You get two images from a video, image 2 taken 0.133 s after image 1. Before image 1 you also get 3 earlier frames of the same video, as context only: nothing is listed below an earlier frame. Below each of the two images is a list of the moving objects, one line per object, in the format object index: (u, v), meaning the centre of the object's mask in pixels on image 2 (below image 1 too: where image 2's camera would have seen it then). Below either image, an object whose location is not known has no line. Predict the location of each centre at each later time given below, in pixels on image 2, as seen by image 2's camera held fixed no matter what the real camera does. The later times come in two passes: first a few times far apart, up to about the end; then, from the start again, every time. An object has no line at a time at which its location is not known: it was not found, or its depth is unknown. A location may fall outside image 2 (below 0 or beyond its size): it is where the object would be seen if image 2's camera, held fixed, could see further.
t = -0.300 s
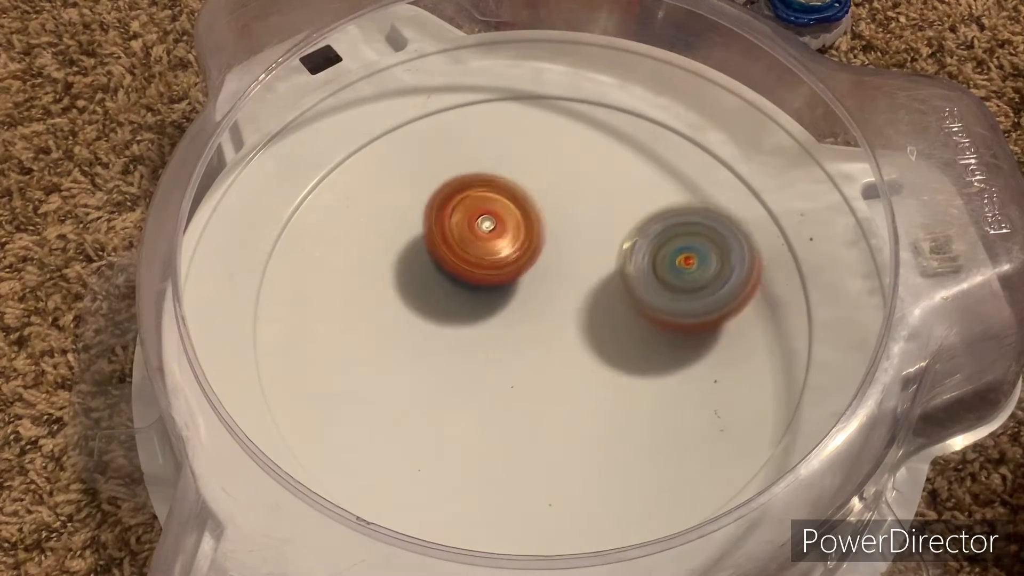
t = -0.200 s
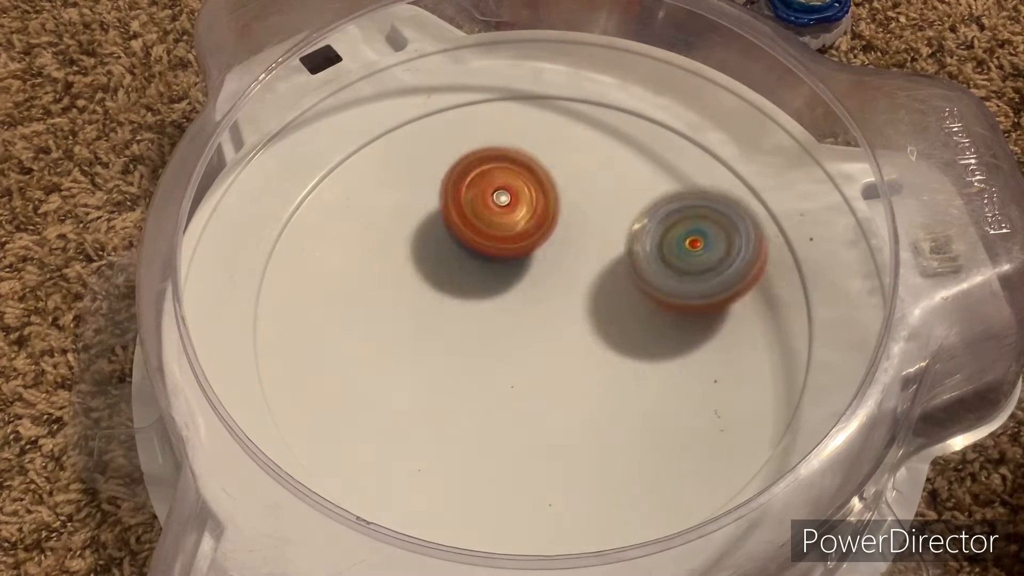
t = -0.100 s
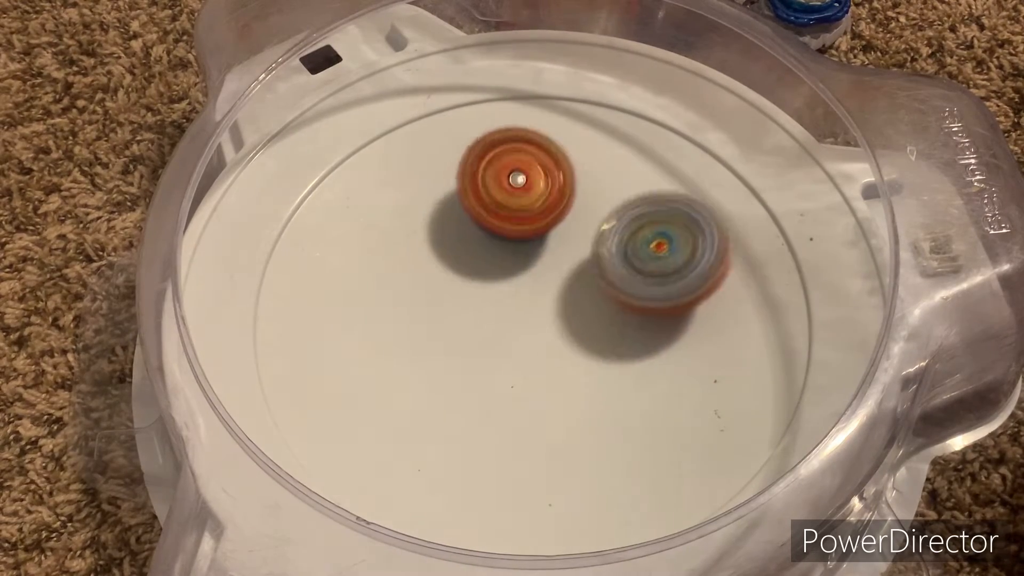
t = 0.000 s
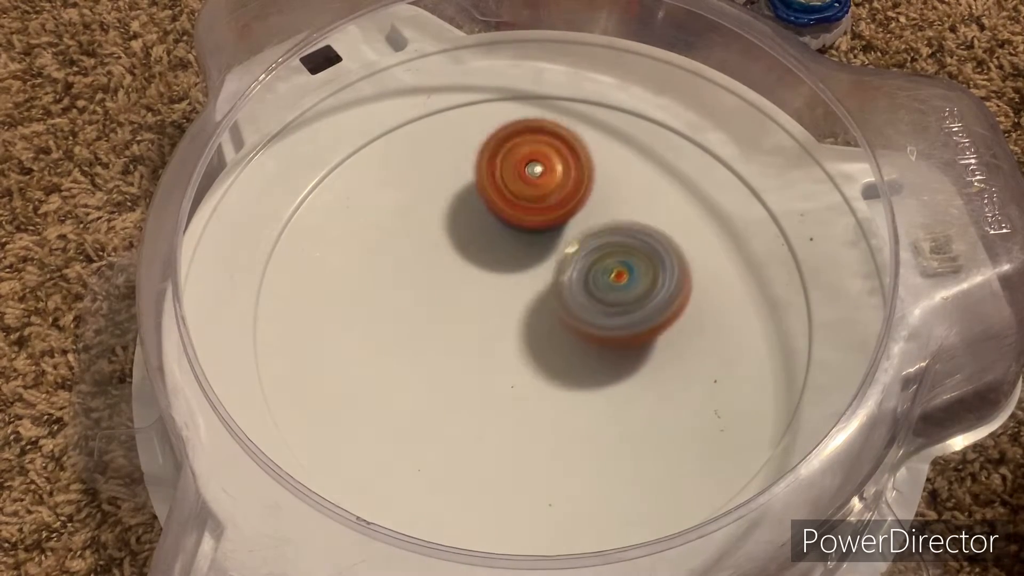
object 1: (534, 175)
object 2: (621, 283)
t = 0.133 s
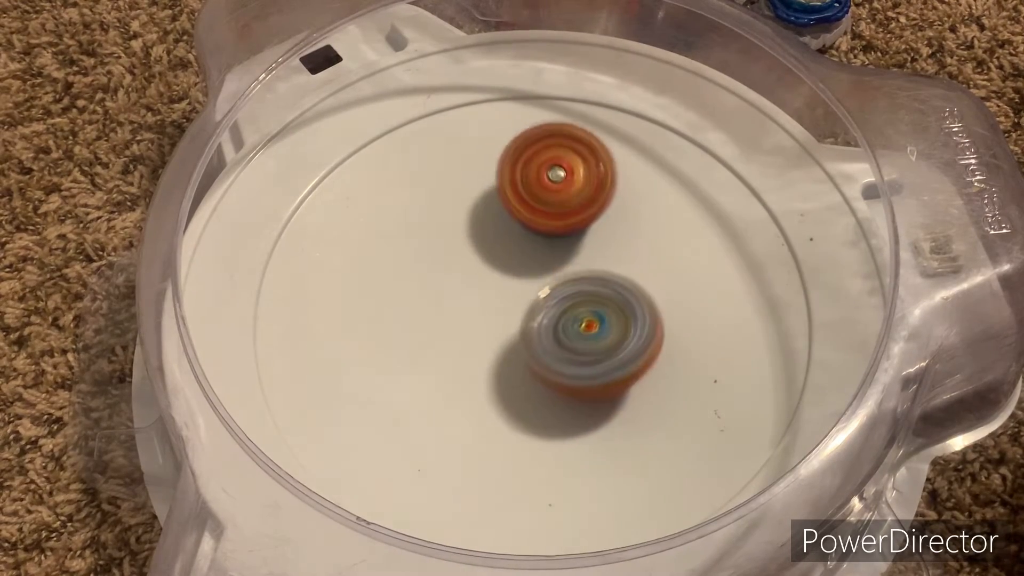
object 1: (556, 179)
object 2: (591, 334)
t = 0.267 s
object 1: (579, 199)
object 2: (582, 381)
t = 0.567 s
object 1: (627, 276)
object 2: (578, 390)
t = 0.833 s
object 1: (652, 290)
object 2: (470, 406)
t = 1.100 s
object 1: (602, 325)
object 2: (434, 378)
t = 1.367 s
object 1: (553, 352)
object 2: (407, 296)
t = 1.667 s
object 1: (502, 345)
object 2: (415, 238)
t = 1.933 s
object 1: (494, 344)
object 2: (438, 164)
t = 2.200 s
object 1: (501, 303)
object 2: (482, 160)
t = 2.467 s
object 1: (512, 340)
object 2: (583, 184)
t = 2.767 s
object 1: (550, 350)
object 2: (668, 248)
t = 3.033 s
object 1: (514, 334)
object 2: (742, 295)
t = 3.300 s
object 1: (483, 309)
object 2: (701, 339)
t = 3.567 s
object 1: (484, 277)
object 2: (583, 366)
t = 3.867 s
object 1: (464, 196)
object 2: (454, 361)
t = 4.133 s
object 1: (494, 203)
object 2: (390, 307)
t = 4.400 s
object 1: (554, 263)
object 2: (402, 240)
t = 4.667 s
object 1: (596, 337)
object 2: (479, 204)
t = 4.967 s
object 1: (583, 391)
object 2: (580, 221)
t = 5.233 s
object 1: (526, 378)
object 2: (642, 277)
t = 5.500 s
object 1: (480, 319)
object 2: (648, 349)
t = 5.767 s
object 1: (481, 252)
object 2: (584, 394)
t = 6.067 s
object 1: (528, 213)
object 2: (482, 373)
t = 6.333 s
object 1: (579, 236)
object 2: (432, 308)
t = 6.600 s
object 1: (602, 296)
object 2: (446, 240)
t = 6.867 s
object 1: (575, 355)
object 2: (507, 205)
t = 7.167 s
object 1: (502, 370)
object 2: (590, 225)
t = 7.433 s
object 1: (461, 327)
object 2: (629, 285)
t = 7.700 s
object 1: (472, 269)
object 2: (614, 351)
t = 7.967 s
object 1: (525, 235)
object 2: (544, 382)
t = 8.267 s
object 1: (591, 250)
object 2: (461, 353)
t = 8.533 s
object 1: (609, 301)
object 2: (438, 291)
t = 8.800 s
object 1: (572, 349)
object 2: (472, 237)
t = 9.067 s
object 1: (503, 355)
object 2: (539, 221)
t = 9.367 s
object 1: (459, 308)
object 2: (608, 250)
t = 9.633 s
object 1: (481, 261)
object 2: (625, 309)
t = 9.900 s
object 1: (540, 242)
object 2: (589, 359)
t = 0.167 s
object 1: (562, 183)
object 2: (587, 346)
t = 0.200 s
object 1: (567, 187)
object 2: (584, 359)
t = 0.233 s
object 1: (573, 193)
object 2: (583, 371)
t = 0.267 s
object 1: (579, 199)
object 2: (582, 381)
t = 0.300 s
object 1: (585, 206)
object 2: (581, 391)
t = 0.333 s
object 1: (591, 213)
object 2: (583, 400)
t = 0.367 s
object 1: (598, 221)
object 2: (585, 407)
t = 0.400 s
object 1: (604, 229)
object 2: (589, 411)
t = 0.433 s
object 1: (610, 239)
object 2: (591, 413)
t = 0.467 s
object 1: (615, 248)
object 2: (593, 412)
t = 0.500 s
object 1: (619, 257)
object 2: (591, 408)
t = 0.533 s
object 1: (624, 267)
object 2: (586, 399)
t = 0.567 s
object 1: (627, 276)
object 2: (578, 390)
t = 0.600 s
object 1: (638, 276)
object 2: (561, 391)
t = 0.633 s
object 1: (646, 274)
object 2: (544, 395)
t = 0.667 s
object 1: (651, 276)
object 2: (530, 396)
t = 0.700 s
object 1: (654, 279)
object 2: (516, 399)
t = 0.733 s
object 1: (655, 281)
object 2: (503, 400)
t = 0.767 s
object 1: (655, 285)
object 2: (492, 402)
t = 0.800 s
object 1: (654, 287)
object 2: (480, 404)
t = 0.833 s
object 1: (652, 290)
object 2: (470, 406)
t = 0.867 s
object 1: (649, 293)
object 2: (461, 406)
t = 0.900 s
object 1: (644, 297)
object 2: (453, 406)
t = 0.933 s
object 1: (639, 302)
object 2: (446, 405)
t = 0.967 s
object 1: (633, 306)
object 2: (441, 402)
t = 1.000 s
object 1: (627, 311)
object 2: (437, 399)
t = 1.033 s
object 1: (619, 316)
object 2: (435, 393)
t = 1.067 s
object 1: (611, 321)
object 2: (434, 386)
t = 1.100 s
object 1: (602, 325)
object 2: (434, 378)
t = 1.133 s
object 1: (593, 330)
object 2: (433, 367)
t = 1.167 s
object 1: (583, 335)
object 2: (434, 356)
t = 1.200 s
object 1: (575, 339)
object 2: (432, 345)
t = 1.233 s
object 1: (572, 342)
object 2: (424, 335)
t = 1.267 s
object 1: (568, 346)
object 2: (419, 326)
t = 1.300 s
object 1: (563, 348)
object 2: (414, 316)
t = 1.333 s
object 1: (558, 350)
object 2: (410, 306)
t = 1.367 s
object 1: (553, 352)
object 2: (407, 296)
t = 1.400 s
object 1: (547, 353)
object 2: (404, 287)
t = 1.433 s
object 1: (541, 354)
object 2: (402, 279)
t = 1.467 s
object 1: (535, 354)
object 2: (401, 271)
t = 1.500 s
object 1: (530, 354)
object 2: (401, 264)
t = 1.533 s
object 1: (524, 353)
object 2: (401, 257)
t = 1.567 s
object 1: (518, 352)
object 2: (402, 252)
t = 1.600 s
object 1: (512, 350)
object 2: (405, 247)
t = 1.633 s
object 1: (507, 347)
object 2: (409, 243)
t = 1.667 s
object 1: (502, 345)
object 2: (415, 238)
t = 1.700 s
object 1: (497, 342)
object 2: (423, 234)
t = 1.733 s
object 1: (495, 343)
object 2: (429, 224)
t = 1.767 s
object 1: (495, 350)
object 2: (432, 209)
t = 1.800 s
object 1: (495, 353)
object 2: (434, 197)
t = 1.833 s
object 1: (494, 352)
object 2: (435, 188)
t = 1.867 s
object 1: (494, 350)
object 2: (435, 181)
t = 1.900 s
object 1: (494, 347)
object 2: (436, 172)
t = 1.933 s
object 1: (494, 344)
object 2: (438, 164)
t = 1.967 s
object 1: (494, 340)
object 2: (440, 158)
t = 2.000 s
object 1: (494, 335)
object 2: (443, 153)
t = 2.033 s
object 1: (495, 330)
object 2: (447, 148)
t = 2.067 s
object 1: (496, 325)
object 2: (451, 146)
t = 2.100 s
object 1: (496, 319)
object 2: (456, 146)
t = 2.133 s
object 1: (498, 314)
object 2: (463, 148)
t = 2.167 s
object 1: (499, 309)
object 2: (471, 153)
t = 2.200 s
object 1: (501, 303)
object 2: (482, 160)
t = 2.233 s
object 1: (503, 297)
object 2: (494, 168)
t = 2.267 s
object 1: (505, 292)
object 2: (506, 174)
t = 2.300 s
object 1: (502, 301)
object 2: (520, 172)
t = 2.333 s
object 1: (502, 316)
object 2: (534, 173)
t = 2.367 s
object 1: (503, 325)
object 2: (547, 174)
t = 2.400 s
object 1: (505, 331)
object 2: (560, 177)
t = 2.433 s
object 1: (508, 336)
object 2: (571, 181)
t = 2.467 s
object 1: (512, 340)
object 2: (583, 184)
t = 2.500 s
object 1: (516, 344)
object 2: (595, 189)
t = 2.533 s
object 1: (520, 347)
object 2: (605, 195)
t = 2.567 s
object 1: (525, 350)
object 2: (615, 201)
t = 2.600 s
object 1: (530, 352)
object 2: (627, 208)
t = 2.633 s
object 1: (534, 353)
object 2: (635, 214)
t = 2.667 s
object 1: (539, 353)
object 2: (645, 223)
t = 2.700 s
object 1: (543, 353)
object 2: (652, 230)
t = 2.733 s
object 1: (546, 352)
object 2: (660, 239)
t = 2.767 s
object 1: (550, 350)
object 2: (668, 248)
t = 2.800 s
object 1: (553, 347)
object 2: (673, 256)
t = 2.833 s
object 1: (557, 344)
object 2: (677, 268)
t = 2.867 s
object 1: (558, 341)
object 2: (681, 277)
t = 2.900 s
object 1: (541, 341)
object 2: (702, 281)
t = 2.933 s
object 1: (530, 340)
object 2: (714, 284)
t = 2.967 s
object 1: (524, 338)
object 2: (724, 288)
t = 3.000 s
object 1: (519, 336)
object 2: (734, 293)
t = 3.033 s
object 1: (514, 334)
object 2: (742, 295)
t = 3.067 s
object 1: (508, 331)
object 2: (747, 300)
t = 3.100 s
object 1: (504, 329)
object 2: (752, 304)
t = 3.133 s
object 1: (499, 326)
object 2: (752, 309)
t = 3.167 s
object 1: (495, 323)
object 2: (746, 313)
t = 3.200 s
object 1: (491, 320)
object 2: (736, 320)
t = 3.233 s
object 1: (488, 316)
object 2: (726, 326)
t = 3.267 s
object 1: (485, 313)
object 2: (713, 332)
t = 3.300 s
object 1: (483, 309)
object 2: (701, 339)
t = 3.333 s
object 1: (481, 304)
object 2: (686, 345)
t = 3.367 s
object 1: (481, 301)
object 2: (673, 350)
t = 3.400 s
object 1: (480, 297)
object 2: (659, 354)
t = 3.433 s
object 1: (481, 293)
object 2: (644, 358)
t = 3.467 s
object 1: (481, 289)
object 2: (630, 361)
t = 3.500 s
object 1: (481, 285)
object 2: (615, 364)
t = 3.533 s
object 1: (482, 281)
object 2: (599, 366)
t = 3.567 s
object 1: (484, 277)
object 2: (583, 366)
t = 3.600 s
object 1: (485, 271)
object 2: (568, 370)
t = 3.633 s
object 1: (479, 252)
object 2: (555, 375)
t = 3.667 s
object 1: (471, 238)
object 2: (539, 375)
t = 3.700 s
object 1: (468, 228)
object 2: (524, 375)
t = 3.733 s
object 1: (465, 220)
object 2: (508, 374)
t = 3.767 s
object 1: (464, 213)
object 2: (495, 372)
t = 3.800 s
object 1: (464, 207)
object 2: (480, 370)
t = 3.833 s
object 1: (463, 201)
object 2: (467, 366)
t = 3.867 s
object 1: (464, 196)
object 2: (454, 361)
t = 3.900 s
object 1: (465, 193)
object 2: (443, 356)
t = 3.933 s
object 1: (467, 191)
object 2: (432, 350)
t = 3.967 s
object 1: (470, 191)
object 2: (422, 345)
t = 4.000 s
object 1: (473, 192)
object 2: (414, 339)
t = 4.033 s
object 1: (478, 194)
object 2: (405, 331)
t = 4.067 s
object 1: (483, 196)
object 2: (398, 325)
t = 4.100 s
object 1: (488, 199)
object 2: (392, 315)
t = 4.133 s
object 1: (494, 203)
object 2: (390, 307)
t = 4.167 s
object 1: (502, 209)
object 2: (386, 298)
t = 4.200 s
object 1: (509, 215)
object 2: (385, 289)
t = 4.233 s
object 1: (517, 223)
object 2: (384, 280)
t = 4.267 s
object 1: (525, 231)
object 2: (384, 271)
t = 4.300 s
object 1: (532, 237)
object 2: (388, 263)
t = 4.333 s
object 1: (539, 246)
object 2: (391, 255)
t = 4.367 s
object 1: (546, 255)
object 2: (397, 247)
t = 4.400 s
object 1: (554, 263)
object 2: (402, 240)
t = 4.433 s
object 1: (561, 272)
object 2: (410, 232)
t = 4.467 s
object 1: (568, 281)
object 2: (418, 227)
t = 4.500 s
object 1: (574, 290)
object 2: (427, 221)
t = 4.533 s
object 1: (578, 301)
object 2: (436, 217)
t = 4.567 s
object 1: (584, 310)
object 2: (446, 212)
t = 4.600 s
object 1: (589, 318)
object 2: (458, 208)
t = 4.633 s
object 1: (592, 328)
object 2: (467, 206)
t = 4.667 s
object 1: (596, 337)
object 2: (479, 204)
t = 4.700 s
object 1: (598, 345)
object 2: (490, 203)
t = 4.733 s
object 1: (599, 353)
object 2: (501, 202)
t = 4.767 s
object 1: (600, 360)
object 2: (513, 203)
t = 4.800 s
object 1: (599, 366)
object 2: (525, 206)
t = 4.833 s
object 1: (598, 373)
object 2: (536, 207)
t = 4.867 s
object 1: (596, 379)
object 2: (547, 210)
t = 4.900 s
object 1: (592, 384)
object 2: (559, 213)
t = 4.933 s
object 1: (588, 388)
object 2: (569, 216)
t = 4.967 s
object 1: (583, 391)
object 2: (580, 221)
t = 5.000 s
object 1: (577, 392)
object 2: (589, 226)
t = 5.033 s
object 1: (571, 393)
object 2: (599, 231)
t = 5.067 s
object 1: (565, 393)
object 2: (608, 238)
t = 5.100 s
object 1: (557, 392)
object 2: (616, 244)
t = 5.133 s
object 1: (549, 389)
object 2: (625, 251)
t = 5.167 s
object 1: (541, 386)
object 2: (631, 259)
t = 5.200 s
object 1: (532, 382)
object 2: (637, 267)
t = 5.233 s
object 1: (526, 378)
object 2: (642, 277)
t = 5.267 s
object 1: (518, 372)
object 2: (646, 284)
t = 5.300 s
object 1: (510, 366)
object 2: (649, 294)
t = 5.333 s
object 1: (504, 359)
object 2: (651, 304)
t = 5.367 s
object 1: (497, 352)
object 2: (653, 312)
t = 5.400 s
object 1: (492, 344)
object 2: (653, 322)
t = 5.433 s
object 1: (487, 336)
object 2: (652, 330)
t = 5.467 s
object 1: (482, 327)
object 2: (651, 339)
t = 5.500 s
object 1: (480, 319)
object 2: (648, 349)
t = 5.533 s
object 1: (477, 310)
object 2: (645, 356)
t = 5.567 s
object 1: (475, 301)
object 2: (640, 363)
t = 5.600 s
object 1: (475, 292)
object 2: (633, 372)
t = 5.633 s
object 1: (474, 284)
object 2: (625, 377)
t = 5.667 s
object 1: (475, 276)
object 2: (616, 384)
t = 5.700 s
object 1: (476, 267)
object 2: (606, 389)
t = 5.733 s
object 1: (478, 259)
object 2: (595, 392)
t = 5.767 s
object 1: (481, 252)
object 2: (584, 394)
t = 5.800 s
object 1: (484, 245)
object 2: (571, 395)
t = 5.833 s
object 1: (488, 238)
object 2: (560, 396)
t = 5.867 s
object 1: (492, 232)
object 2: (549, 395)
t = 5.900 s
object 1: (497, 226)
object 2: (536, 394)
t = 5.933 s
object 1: (503, 222)
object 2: (525, 391)
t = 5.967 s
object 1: (508, 218)
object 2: (515, 388)
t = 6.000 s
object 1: (514, 215)
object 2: (502, 384)
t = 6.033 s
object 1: (520, 214)
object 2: (492, 378)
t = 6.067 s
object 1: (528, 213)
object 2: (482, 373)
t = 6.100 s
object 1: (534, 214)
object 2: (472, 367)
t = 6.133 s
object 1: (541, 216)
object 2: (463, 360)
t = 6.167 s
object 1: (548, 217)
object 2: (457, 352)
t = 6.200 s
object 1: (554, 220)
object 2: (449, 344)
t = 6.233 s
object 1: (562, 222)
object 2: (443, 334)
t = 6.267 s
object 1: (568, 226)
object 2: (440, 326)
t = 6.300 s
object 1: (574, 231)
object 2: (435, 317)
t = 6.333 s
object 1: (579, 236)
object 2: (432, 308)
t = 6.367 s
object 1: (585, 242)
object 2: (431, 299)
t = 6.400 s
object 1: (589, 248)
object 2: (429, 290)
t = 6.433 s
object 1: (594, 256)
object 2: (430, 281)
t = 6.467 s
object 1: (597, 263)
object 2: (433, 272)
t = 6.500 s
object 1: (598, 271)
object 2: (435, 264)
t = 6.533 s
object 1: (601, 279)
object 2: (436, 255)
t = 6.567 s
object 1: (601, 288)
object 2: (442, 247)
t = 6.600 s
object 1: (602, 296)
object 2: (446, 240)
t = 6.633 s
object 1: (601, 305)
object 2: (451, 233)
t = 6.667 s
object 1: (599, 314)
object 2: (458, 226)
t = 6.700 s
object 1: (597, 321)
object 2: (465, 222)
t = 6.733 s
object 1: (594, 329)
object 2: (472, 217)
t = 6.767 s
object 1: (591, 336)
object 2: (481, 212)
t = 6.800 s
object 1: (586, 344)
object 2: (488, 209)
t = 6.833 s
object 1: (581, 350)
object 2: (498, 206)
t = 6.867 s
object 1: (575, 355)
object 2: (507, 205)
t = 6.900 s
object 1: (568, 361)
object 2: (517, 203)
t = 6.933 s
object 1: (561, 365)
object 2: (527, 205)
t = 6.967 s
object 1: (552, 369)
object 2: (537, 205)
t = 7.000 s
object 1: (545, 371)
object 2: (546, 207)
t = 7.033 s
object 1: (536, 373)
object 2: (556, 209)
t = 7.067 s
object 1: (528, 374)
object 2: (565, 212)
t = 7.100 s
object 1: (518, 374)
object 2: (574, 216)
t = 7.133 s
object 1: (510, 373)
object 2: (583, 219)
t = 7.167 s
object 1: (502, 370)
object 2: (590, 225)
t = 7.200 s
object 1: (495, 368)
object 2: (598, 232)
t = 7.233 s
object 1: (488, 364)
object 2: (604, 237)
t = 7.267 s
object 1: (481, 359)
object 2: (611, 243)
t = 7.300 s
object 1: (476, 354)
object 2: (616, 251)
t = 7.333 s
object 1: (470, 347)
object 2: (621, 259)
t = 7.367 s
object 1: (467, 341)
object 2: (624, 267)
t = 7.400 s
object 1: (462, 335)
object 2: (627, 275)
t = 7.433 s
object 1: (461, 327)
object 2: (629, 285)
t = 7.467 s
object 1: (459, 319)
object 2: (630, 294)
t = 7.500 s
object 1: (459, 312)
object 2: (630, 301)
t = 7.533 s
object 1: (458, 304)
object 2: (630, 310)
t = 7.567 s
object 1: (459, 297)
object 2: (629, 319)
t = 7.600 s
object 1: (462, 289)
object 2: (626, 328)
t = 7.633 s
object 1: (465, 282)
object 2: (623, 336)
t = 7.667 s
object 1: (468, 275)
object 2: (620, 343)
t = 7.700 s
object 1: (472, 269)
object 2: (614, 351)
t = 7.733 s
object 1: (477, 263)
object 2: (608, 358)
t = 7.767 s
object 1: (483, 257)
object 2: (601, 363)
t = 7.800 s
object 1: (489, 252)
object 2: (593, 369)
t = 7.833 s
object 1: (496, 247)
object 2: (585, 373)
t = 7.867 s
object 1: (502, 243)
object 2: (574, 377)
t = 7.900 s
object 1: (510, 239)
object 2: (565, 378)
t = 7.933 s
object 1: (518, 236)
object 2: (555, 380)
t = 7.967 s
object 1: (525, 235)
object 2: (544, 382)
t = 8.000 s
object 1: (533, 234)
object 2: (533, 383)
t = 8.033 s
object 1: (542, 233)
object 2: (523, 381)
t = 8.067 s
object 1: (550, 234)
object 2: (513, 380)
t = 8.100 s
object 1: (558, 235)
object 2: (503, 378)
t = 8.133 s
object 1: (565, 236)
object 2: (492, 375)
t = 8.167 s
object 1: (573, 238)
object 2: (483, 369)
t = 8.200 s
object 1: (580, 241)
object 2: (476, 364)
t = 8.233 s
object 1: (587, 245)
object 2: (468, 359)
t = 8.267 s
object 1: (591, 250)
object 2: (461, 353)
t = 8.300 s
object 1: (597, 254)
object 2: (454, 346)
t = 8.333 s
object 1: (601, 260)
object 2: (449, 338)
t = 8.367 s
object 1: (605, 265)
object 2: (446, 330)
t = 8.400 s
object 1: (607, 272)
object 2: (442, 324)
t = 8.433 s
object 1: (609, 279)
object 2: (439, 315)
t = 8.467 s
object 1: (610, 286)
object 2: (437, 307)
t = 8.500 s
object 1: (610, 293)
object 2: (437, 299)
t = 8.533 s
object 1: (609, 301)
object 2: (438, 291)
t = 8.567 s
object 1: (607, 307)
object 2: (439, 283)
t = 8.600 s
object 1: (604, 315)
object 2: (441, 276)
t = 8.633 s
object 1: (602, 321)
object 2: (445, 267)
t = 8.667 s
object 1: (597, 329)
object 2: (449, 260)
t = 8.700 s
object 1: (592, 333)
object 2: (454, 254)
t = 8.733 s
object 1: (586, 340)
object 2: (459, 249)
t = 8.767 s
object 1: (580, 344)
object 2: (465, 243)
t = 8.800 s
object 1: (572, 349)
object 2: (472, 237)
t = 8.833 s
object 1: (564, 352)
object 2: (479, 233)
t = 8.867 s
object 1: (556, 356)
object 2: (487, 229)
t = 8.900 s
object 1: (547, 357)
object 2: (494, 226)
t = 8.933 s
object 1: (538, 359)
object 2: (503, 223)
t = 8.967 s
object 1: (529, 359)
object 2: (511, 220)
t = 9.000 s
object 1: (521, 359)
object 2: (520, 220)
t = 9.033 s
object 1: (511, 357)
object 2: (530, 220)
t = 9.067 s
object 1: (503, 355)
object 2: (539, 221)
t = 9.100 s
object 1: (495, 352)
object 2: (548, 223)
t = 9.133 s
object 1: (488, 349)
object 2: (557, 222)
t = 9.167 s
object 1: (480, 344)
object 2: (565, 225)
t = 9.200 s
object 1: (475, 339)
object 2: (573, 227)
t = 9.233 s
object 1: (469, 334)
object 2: (581, 231)
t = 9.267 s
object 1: (466, 328)
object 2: (589, 235)
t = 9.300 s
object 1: (462, 322)
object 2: (596, 240)
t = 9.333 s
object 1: (460, 315)
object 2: (602, 246)
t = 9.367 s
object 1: (459, 308)
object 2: (608, 250)
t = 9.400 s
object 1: (458, 302)
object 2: (613, 257)
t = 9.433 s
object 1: (459, 295)
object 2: (617, 264)
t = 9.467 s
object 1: (461, 288)
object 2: (621, 272)
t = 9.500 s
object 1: (463, 283)
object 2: (623, 280)
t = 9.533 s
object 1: (466, 276)
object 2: (624, 287)
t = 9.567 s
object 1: (470, 271)
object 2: (625, 294)
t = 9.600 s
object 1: (475, 265)
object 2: (626, 301)
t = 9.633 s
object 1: (481, 261)
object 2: (625, 309)
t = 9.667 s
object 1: (487, 255)
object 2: (624, 317)
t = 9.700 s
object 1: (493, 252)
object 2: (621, 324)
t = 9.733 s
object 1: (500, 248)
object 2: (618, 331)
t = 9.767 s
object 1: (507, 245)
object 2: (614, 337)
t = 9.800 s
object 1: (514, 244)
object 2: (609, 344)
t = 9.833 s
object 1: (523, 243)
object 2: (604, 349)
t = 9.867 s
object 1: (531, 242)
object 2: (597, 355)
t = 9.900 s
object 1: (540, 242)
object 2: (589, 359)
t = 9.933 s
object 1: (547, 243)
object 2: (581, 362)
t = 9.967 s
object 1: (556, 244)
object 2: (572, 364)
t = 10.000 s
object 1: (564, 247)
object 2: (563, 367)
